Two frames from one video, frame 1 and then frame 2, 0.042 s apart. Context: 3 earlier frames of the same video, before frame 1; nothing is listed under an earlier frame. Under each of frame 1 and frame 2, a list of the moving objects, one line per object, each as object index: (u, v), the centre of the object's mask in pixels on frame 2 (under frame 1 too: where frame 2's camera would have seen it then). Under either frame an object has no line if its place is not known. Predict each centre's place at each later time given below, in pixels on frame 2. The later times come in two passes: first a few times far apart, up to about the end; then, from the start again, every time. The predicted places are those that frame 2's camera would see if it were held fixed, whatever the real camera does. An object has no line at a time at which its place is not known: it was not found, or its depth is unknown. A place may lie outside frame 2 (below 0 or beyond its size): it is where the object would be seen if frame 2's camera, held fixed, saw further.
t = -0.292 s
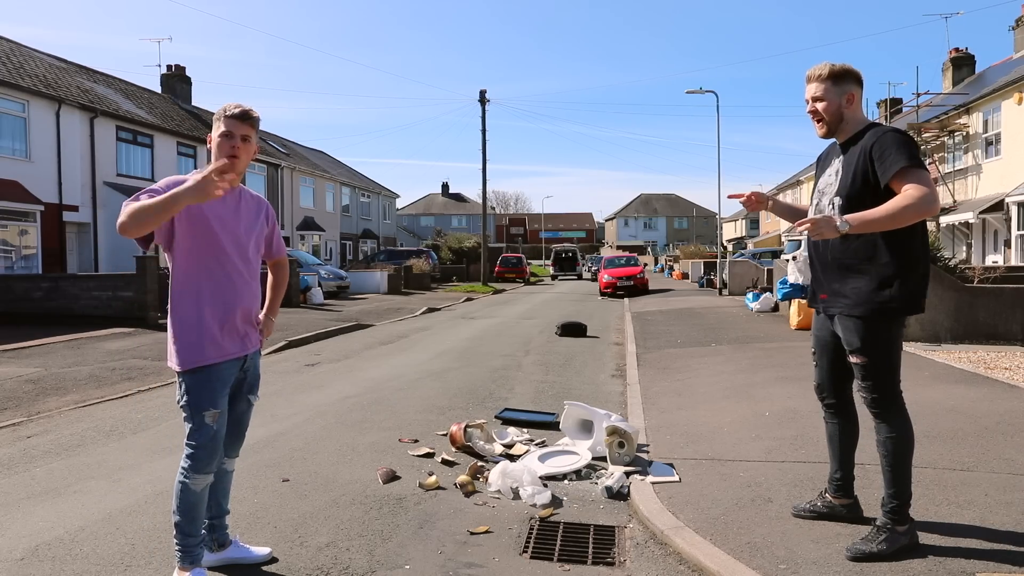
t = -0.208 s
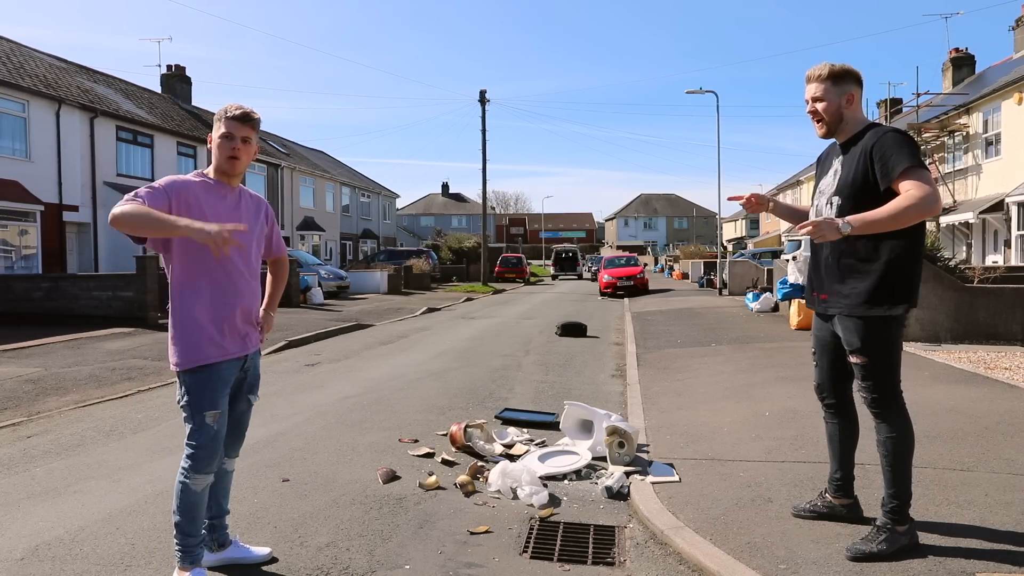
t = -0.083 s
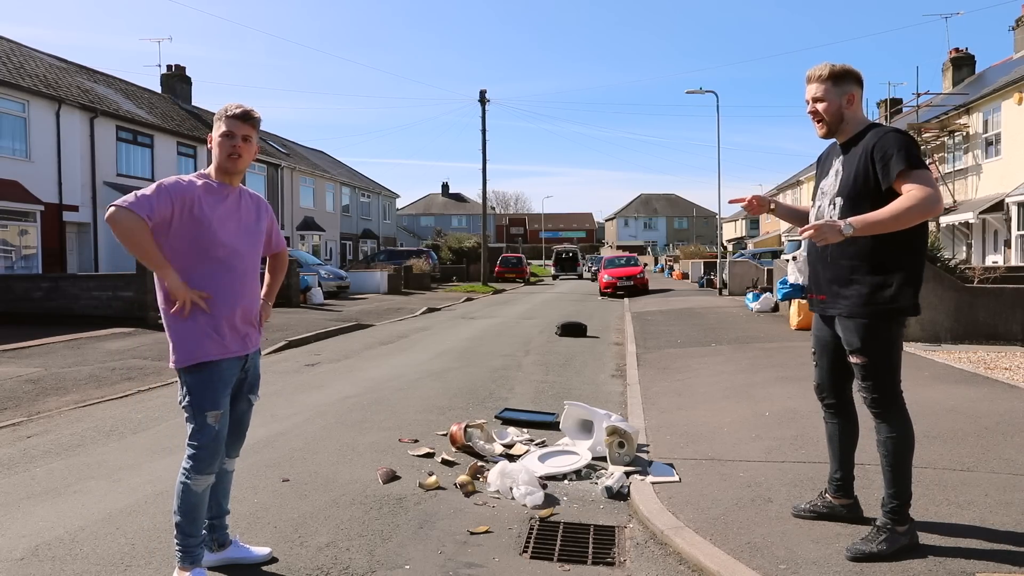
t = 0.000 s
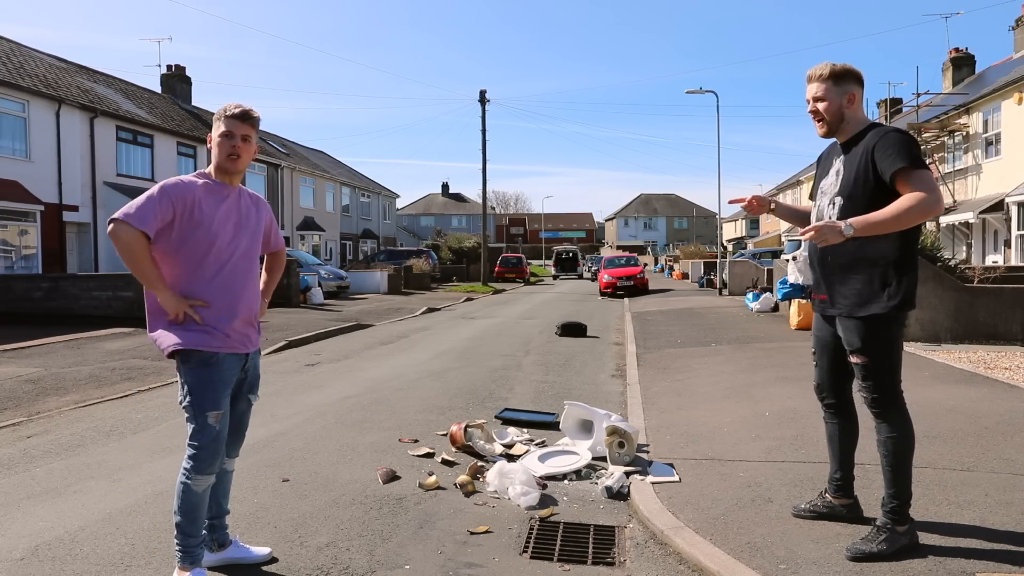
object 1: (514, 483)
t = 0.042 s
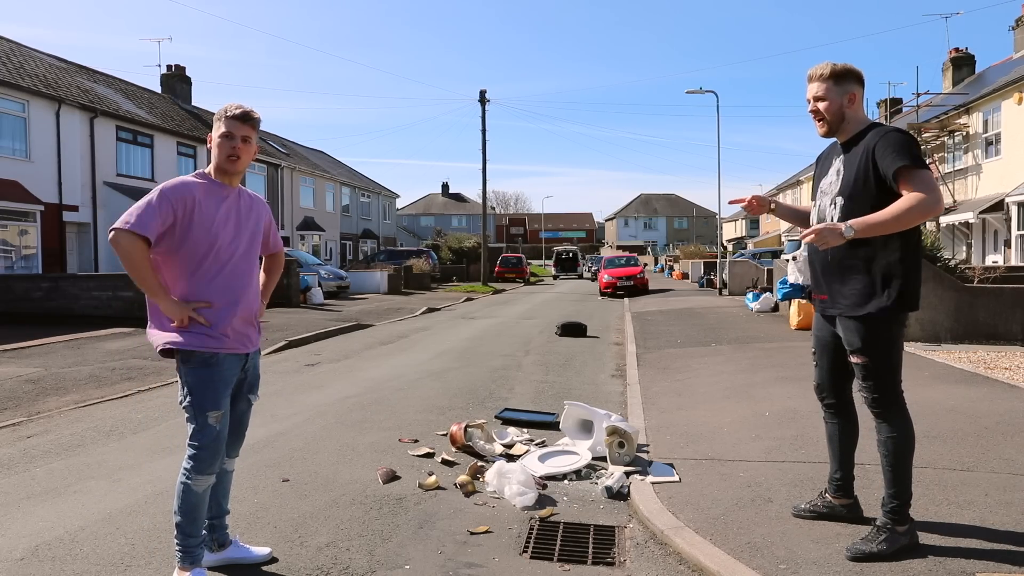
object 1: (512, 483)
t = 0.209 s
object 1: (506, 484)
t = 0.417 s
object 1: (496, 483)
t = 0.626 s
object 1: (487, 481)
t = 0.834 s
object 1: (463, 466)
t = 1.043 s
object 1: (413, 468)
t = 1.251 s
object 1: (362, 493)
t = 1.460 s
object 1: (325, 502)
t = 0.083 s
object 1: (510, 483)
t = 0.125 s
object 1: (509, 483)
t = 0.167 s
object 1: (507, 484)
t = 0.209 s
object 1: (506, 484)
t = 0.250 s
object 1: (505, 484)
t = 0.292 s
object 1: (503, 484)
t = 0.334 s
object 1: (501, 484)
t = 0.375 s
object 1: (498, 483)
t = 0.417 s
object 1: (496, 483)
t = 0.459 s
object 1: (494, 483)
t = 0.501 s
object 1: (492, 483)
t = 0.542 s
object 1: (490, 483)
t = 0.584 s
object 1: (489, 482)
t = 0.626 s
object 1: (487, 481)
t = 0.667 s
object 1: (485, 480)
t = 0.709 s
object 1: (481, 478)
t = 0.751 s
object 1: (477, 474)
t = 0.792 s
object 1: (471, 470)
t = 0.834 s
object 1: (463, 466)
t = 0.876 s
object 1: (452, 464)
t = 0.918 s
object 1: (441, 463)
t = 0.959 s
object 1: (432, 464)
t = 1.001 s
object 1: (422, 465)
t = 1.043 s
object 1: (413, 468)
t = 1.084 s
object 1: (404, 473)
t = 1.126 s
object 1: (396, 478)
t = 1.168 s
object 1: (385, 484)
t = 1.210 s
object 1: (374, 489)
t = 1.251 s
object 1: (362, 493)
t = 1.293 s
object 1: (354, 497)
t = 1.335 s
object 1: (347, 499)
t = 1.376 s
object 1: (341, 500)
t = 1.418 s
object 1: (333, 501)
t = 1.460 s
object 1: (325, 502)
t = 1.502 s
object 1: (313, 506)
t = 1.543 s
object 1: (299, 512)
